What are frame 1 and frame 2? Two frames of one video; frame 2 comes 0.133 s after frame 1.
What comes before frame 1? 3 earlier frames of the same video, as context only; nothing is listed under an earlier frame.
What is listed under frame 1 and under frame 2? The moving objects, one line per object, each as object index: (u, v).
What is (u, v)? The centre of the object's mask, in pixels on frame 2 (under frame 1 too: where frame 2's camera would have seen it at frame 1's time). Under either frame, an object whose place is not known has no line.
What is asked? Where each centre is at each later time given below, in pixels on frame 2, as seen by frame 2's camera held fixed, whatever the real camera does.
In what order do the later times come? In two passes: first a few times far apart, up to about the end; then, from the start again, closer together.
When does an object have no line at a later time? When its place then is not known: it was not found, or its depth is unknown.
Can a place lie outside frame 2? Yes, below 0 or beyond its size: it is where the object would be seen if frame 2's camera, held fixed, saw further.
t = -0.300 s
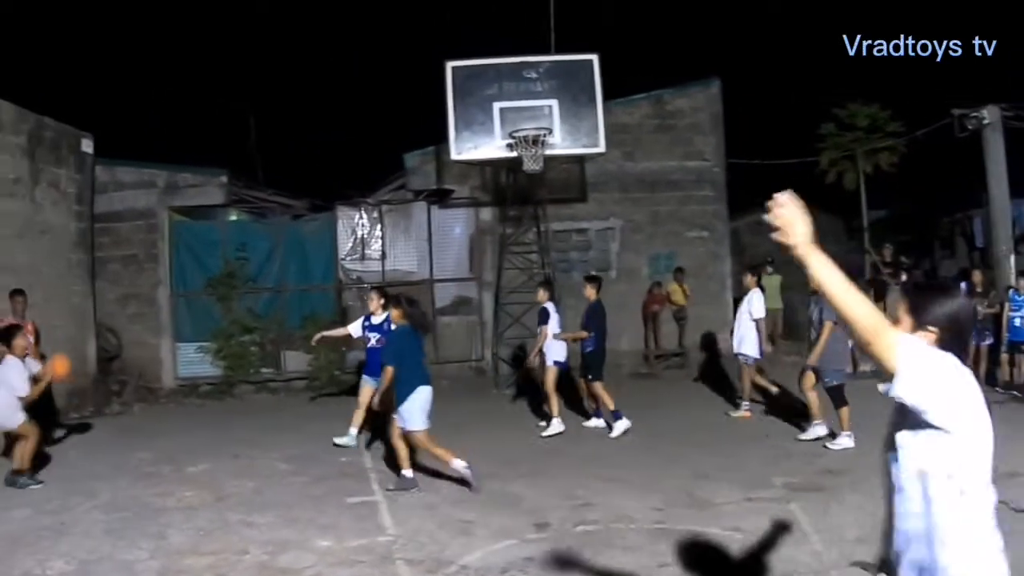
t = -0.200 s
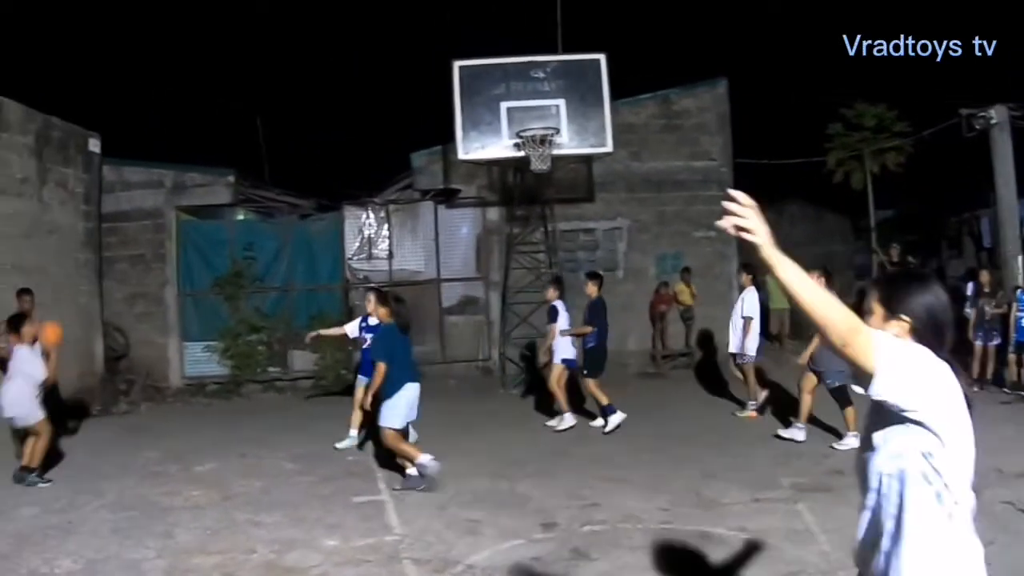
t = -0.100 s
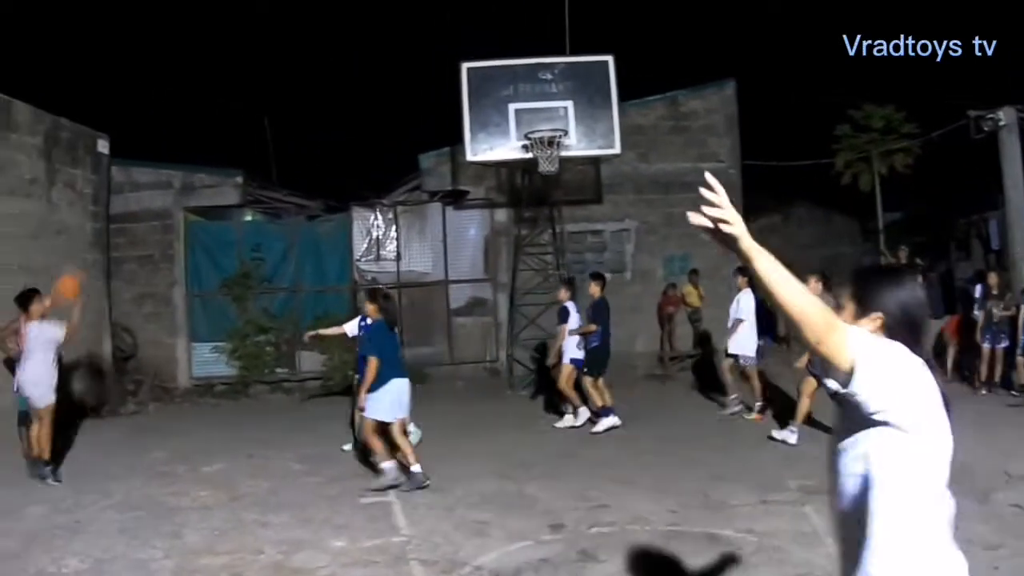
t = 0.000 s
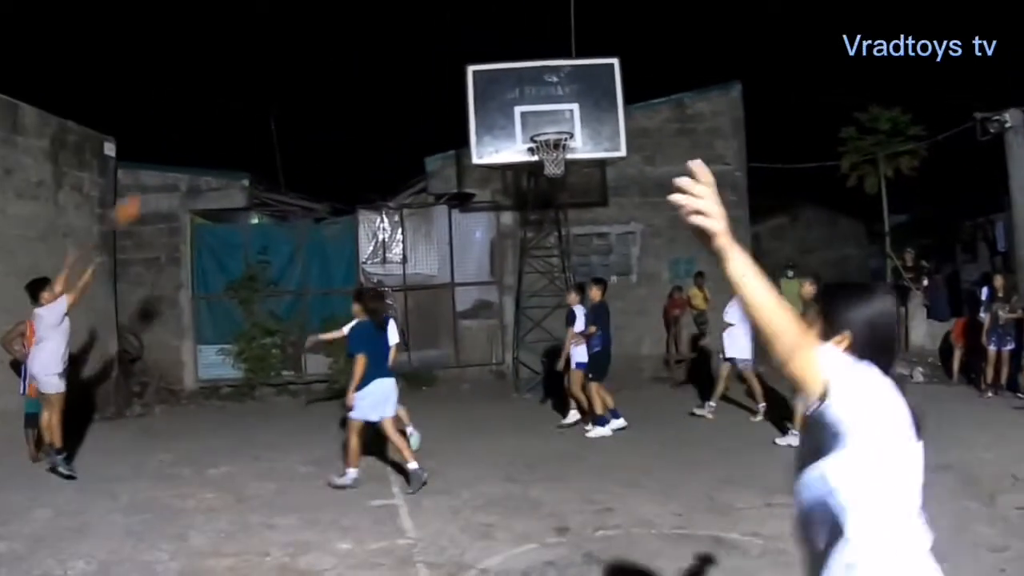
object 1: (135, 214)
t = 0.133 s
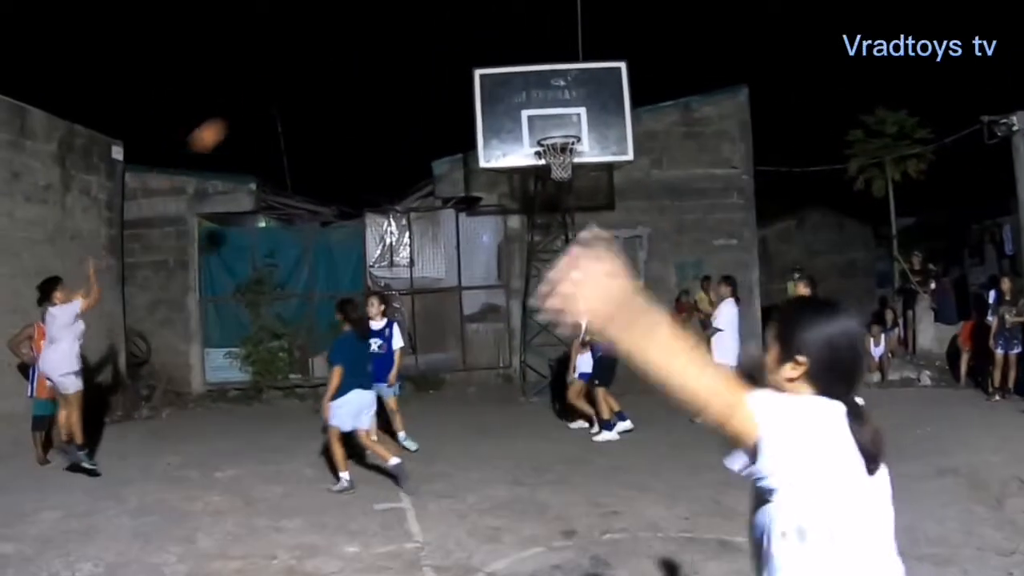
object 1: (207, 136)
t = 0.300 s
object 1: (292, 75)
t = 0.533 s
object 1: (396, 47)
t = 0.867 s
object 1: (524, 98)
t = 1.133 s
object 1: (561, 174)
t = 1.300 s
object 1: (545, 222)
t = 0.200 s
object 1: (242, 107)
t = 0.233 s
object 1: (259, 95)
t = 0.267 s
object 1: (276, 83)
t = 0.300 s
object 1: (292, 75)
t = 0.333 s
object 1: (308, 68)
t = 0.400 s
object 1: (339, 56)
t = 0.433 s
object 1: (353, 52)
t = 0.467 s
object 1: (368, 49)
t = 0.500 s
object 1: (382, 48)
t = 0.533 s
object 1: (396, 47)
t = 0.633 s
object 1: (436, 52)
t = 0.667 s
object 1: (450, 56)
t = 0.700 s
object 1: (463, 60)
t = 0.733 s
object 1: (475, 66)
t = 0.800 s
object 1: (500, 80)
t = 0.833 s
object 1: (512, 89)
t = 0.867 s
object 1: (524, 98)
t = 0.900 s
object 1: (533, 106)
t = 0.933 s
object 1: (546, 119)
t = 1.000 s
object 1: (570, 143)
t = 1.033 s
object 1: (570, 153)
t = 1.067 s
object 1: (568, 160)
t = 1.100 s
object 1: (564, 168)
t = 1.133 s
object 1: (561, 174)
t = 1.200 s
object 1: (554, 190)
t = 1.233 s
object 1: (550, 199)
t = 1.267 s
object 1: (547, 210)
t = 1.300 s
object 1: (545, 222)
